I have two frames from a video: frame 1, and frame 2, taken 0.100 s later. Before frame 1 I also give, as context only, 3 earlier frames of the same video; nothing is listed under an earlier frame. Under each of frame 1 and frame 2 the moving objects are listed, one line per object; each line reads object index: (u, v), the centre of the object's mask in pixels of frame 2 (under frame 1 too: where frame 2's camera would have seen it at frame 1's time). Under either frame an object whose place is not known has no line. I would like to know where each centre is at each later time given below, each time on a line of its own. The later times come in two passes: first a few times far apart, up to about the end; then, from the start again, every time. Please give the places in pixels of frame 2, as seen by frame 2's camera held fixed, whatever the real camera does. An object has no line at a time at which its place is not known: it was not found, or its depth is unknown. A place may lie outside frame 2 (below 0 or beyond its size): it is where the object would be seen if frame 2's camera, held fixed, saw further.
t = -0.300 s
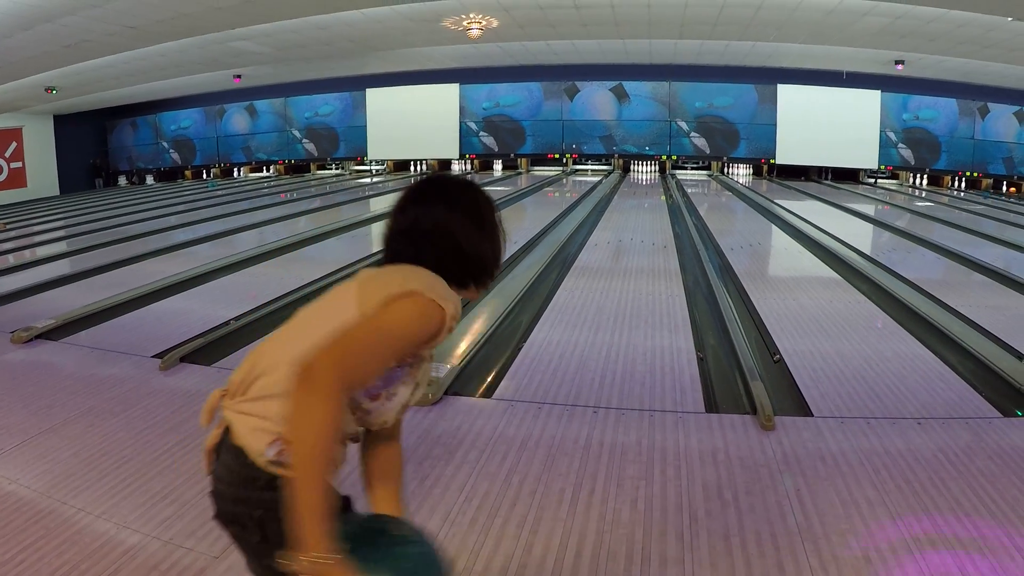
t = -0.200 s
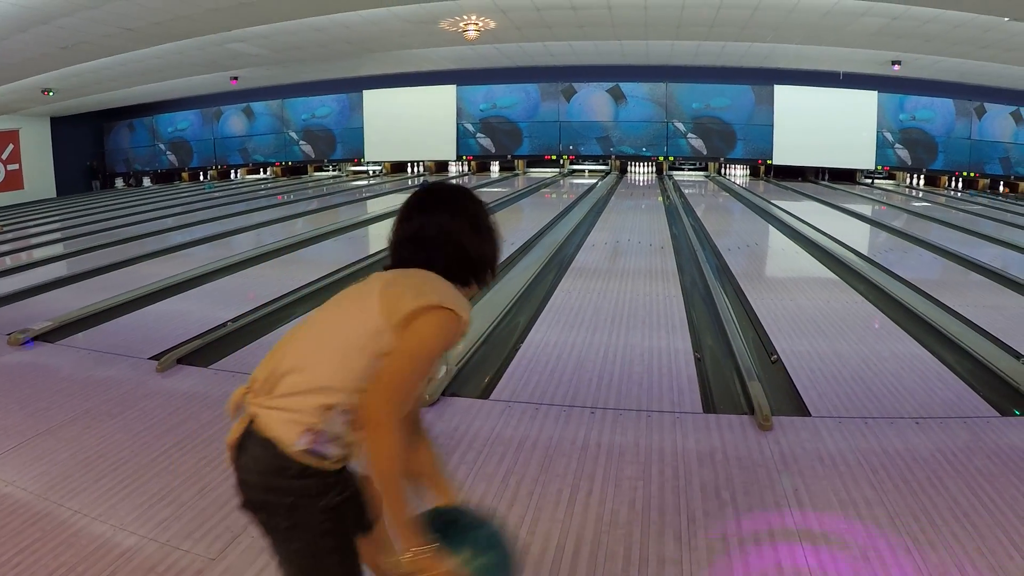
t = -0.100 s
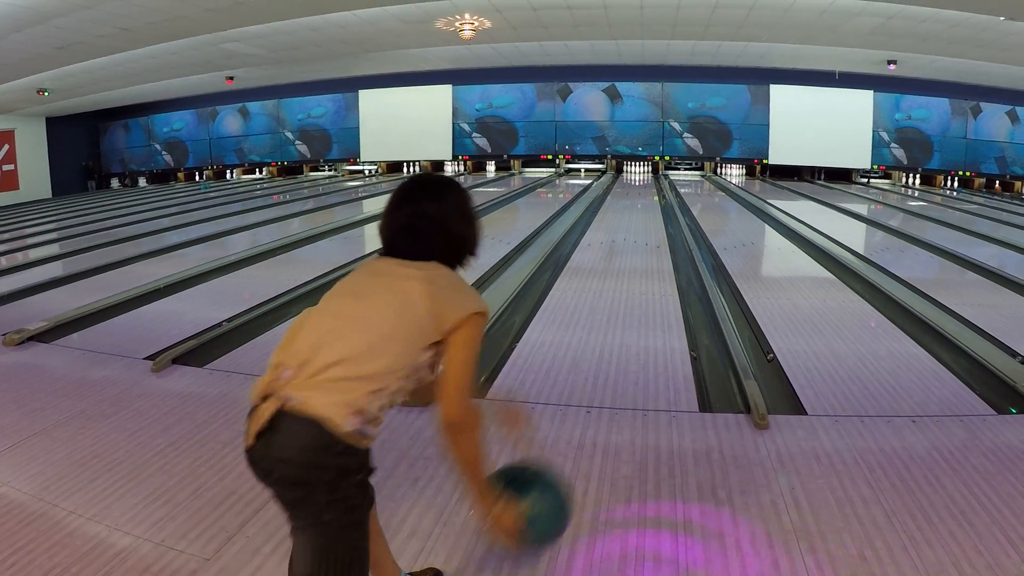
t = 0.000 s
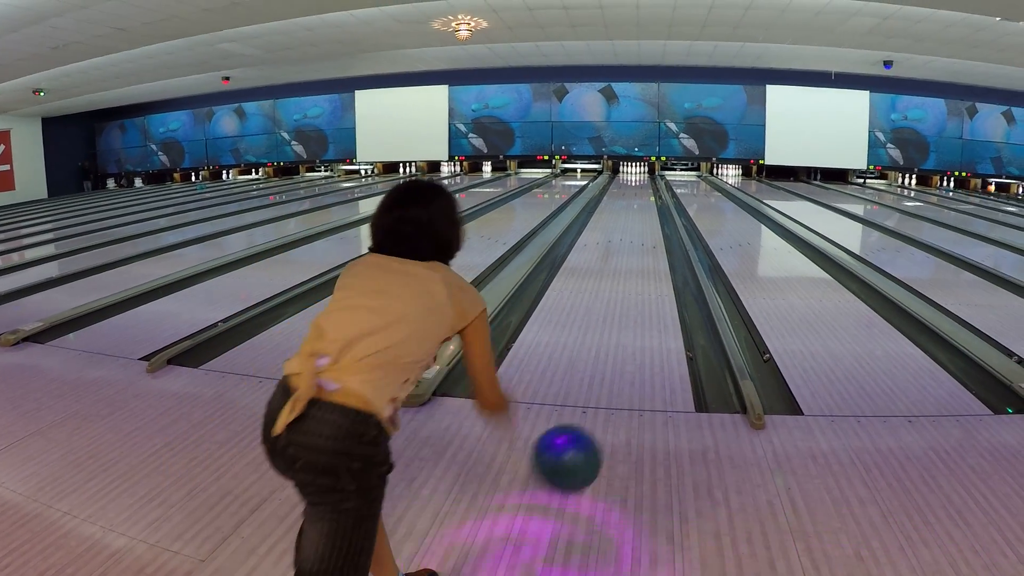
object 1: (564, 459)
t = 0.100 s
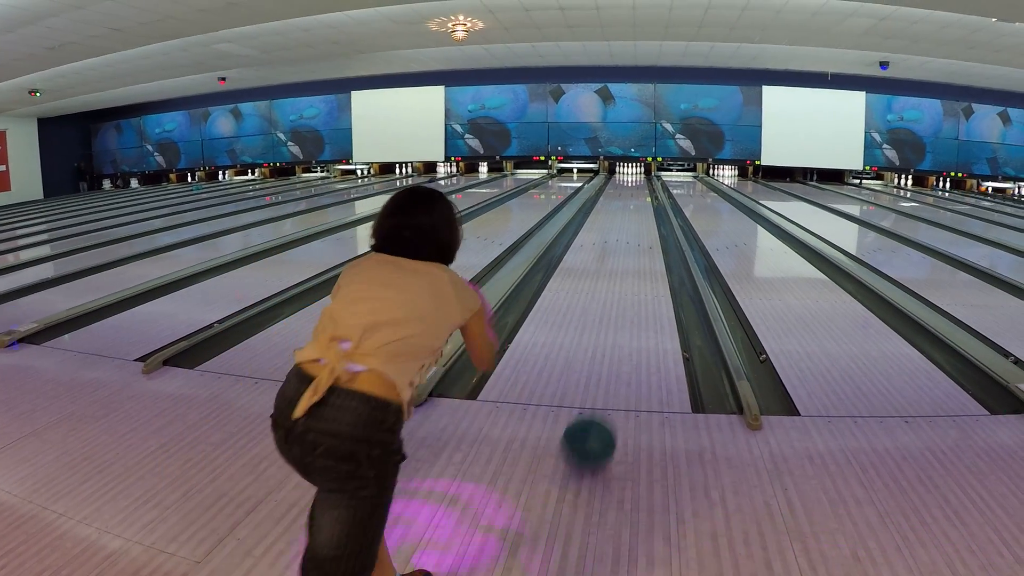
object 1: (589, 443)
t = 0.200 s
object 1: (607, 392)
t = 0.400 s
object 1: (629, 333)
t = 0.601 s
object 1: (641, 295)
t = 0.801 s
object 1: (649, 271)
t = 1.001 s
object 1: (654, 254)
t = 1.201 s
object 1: (658, 242)
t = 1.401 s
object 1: (663, 237)
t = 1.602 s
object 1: (661, 230)
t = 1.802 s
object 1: (660, 226)
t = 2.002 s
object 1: (659, 222)
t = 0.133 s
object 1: (597, 421)
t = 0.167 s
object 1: (602, 404)
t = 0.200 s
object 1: (607, 392)
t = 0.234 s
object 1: (612, 381)
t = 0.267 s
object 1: (616, 370)
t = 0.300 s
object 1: (620, 360)
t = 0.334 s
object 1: (623, 350)
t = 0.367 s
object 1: (626, 341)
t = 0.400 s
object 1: (629, 333)
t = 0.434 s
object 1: (632, 325)
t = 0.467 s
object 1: (634, 318)
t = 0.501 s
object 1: (636, 311)
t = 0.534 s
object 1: (638, 305)
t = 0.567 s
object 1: (640, 300)
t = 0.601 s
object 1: (641, 295)
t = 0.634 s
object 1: (643, 290)
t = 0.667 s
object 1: (644, 285)
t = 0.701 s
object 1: (646, 281)
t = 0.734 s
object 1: (647, 278)
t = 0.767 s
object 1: (648, 274)
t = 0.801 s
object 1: (649, 271)
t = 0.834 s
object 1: (650, 267)
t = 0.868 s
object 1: (651, 264)
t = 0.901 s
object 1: (652, 262)
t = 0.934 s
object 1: (653, 259)
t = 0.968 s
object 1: (653, 256)
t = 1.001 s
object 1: (654, 254)
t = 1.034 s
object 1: (655, 252)
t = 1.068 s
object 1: (656, 250)
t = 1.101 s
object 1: (656, 248)
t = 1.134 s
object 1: (657, 246)
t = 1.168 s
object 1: (658, 244)
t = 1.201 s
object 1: (658, 242)
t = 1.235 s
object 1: (659, 241)
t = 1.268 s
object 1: (660, 240)
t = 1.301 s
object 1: (661, 238)
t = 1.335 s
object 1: (662, 237)
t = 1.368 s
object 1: (663, 237)
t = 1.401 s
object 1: (663, 237)
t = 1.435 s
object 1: (665, 237)
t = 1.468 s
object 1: (664, 236)
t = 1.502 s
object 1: (662, 234)
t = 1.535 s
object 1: (662, 233)
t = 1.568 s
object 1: (661, 232)
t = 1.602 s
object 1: (661, 230)
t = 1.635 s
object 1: (661, 230)
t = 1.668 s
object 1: (661, 230)
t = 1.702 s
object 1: (661, 229)
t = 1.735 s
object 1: (661, 228)
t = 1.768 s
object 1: (660, 227)
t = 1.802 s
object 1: (660, 226)
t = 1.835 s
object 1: (660, 225)
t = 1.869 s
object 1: (660, 225)
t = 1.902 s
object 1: (659, 224)
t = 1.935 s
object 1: (659, 223)
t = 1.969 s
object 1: (659, 223)
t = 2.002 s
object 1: (659, 222)
